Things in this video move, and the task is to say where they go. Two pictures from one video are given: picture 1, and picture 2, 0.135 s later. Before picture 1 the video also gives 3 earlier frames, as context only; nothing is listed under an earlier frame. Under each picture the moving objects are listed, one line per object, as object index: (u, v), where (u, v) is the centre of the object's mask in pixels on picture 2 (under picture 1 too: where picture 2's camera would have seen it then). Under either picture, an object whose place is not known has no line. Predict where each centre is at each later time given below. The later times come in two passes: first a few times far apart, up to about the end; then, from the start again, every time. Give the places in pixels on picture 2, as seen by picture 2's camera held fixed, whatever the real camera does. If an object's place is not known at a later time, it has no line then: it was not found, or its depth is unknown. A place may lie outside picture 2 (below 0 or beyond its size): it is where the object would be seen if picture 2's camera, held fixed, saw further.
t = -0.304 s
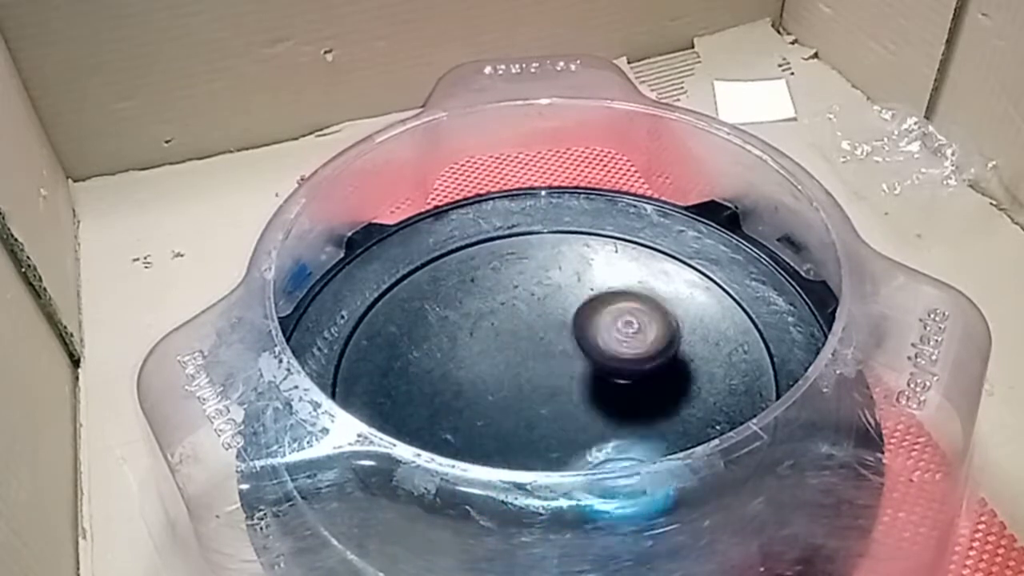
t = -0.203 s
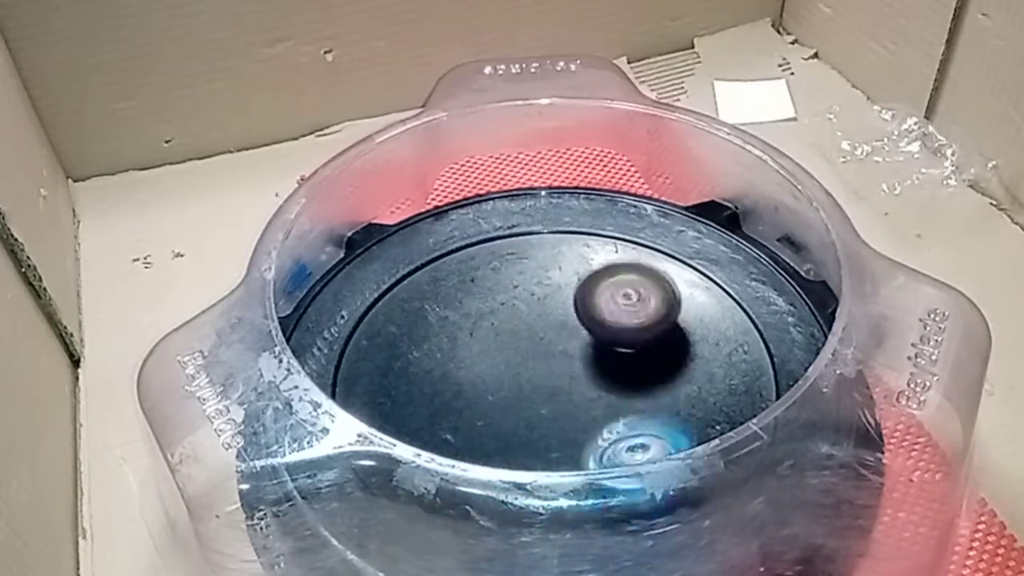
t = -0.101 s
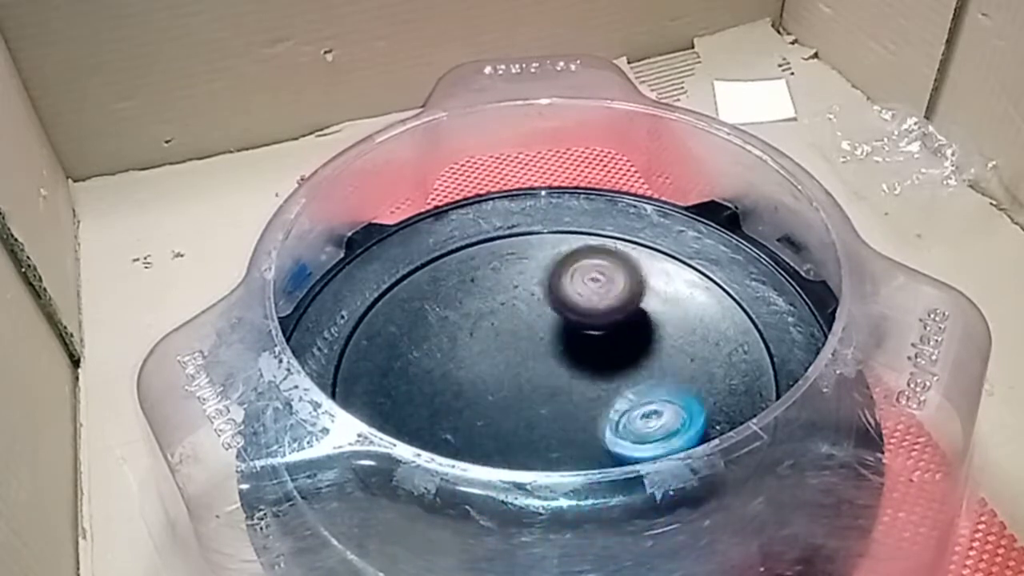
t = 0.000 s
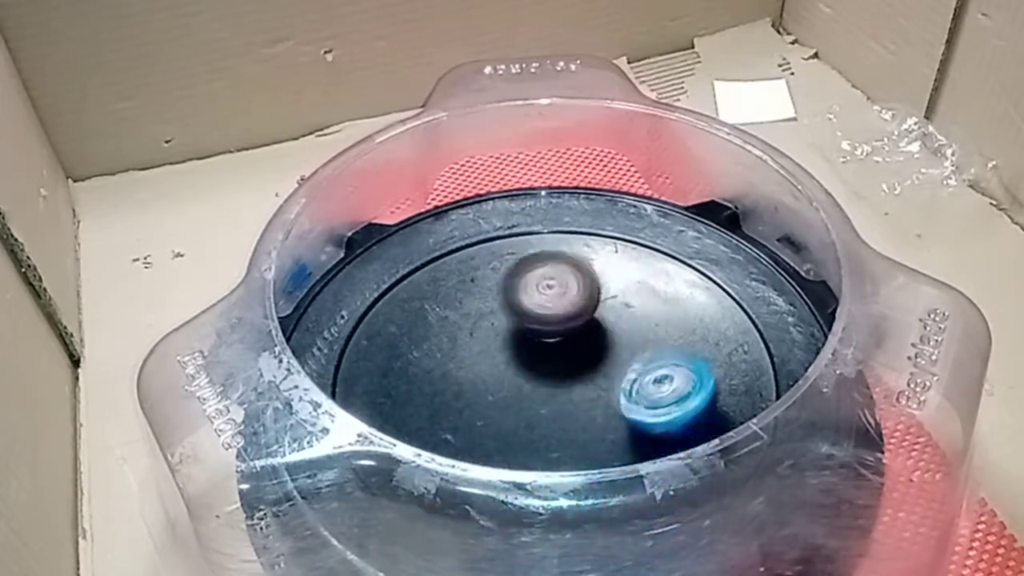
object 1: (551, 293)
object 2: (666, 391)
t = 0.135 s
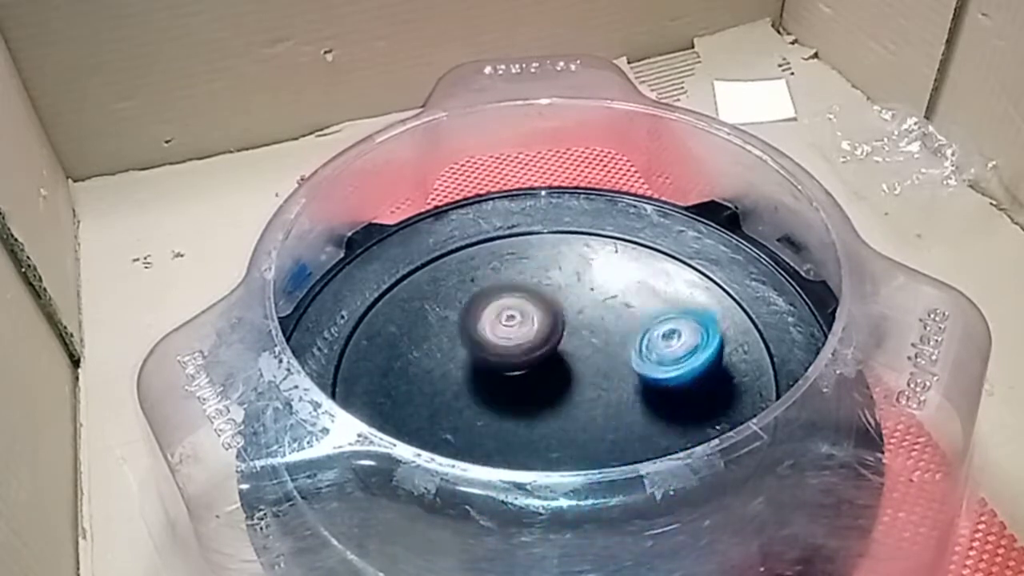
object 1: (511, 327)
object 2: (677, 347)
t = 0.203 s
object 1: (506, 347)
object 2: (679, 325)
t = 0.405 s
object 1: (572, 397)
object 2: (661, 280)
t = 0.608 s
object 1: (645, 367)
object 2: (615, 263)
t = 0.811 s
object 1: (633, 337)
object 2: (537, 272)
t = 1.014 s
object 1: (596, 365)
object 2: (455, 276)
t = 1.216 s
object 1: (579, 382)
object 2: (411, 308)
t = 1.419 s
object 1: (586, 382)
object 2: (418, 365)
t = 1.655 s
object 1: (578, 371)
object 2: (485, 432)
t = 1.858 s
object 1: (556, 375)
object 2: (569, 452)
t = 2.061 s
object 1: (543, 383)
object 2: (648, 454)
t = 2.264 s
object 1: (553, 380)
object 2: (693, 412)
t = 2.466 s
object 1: (559, 373)
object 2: (689, 358)
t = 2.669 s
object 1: (557, 367)
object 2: (646, 303)
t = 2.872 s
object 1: (551, 363)
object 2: (583, 270)
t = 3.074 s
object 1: (548, 363)
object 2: (519, 266)
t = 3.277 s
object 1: (553, 363)
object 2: (465, 295)
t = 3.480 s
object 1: (560, 362)
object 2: (441, 352)
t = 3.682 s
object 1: (568, 363)
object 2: (453, 411)
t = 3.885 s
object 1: (569, 369)
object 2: (511, 443)
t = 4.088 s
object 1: (562, 373)
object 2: (588, 446)
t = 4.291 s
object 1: (556, 373)
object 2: (660, 423)
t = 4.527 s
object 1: (558, 369)
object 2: (687, 371)
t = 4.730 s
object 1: (561, 367)
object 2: (658, 321)
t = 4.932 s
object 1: (561, 367)
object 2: (598, 287)
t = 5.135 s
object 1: (560, 367)
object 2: (532, 276)
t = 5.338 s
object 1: (560, 367)
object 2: (476, 300)
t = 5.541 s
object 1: (560, 367)
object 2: (452, 345)
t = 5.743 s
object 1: (574, 373)
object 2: (453, 395)
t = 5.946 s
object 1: (580, 369)
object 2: (492, 432)
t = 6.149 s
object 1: (612, 353)
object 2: (505, 445)
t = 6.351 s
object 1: (596, 358)
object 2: (558, 436)
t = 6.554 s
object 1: (594, 337)
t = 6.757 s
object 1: (570, 339)
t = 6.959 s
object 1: (502, 266)
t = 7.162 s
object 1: (463, 294)
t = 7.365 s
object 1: (479, 364)
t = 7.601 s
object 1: (490, 387)
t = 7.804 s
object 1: (554, 381)
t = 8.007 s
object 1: (562, 380)
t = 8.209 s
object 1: (557, 426)
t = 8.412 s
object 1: (557, 423)
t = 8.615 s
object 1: (569, 418)
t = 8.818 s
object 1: (588, 410)
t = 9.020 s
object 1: (587, 400)
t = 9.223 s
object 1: (612, 361)
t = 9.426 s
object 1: (605, 325)
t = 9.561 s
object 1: (583, 304)
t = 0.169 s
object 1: (507, 337)
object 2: (678, 336)
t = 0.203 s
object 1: (506, 347)
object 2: (679, 325)
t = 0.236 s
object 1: (509, 359)
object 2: (678, 317)
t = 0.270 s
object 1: (515, 370)
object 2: (676, 307)
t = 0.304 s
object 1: (524, 379)
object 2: (673, 299)
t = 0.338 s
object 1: (539, 387)
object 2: (670, 291)
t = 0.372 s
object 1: (555, 393)
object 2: (665, 285)
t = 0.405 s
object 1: (572, 397)
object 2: (661, 280)
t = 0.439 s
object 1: (588, 398)
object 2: (656, 274)
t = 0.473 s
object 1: (603, 396)
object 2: (649, 269)
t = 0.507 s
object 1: (620, 391)
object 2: (641, 266)
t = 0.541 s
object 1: (633, 383)
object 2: (633, 264)
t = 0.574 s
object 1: (641, 376)
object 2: (624, 263)
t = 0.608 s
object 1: (645, 367)
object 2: (615, 263)
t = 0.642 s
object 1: (648, 358)
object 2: (606, 265)
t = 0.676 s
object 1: (646, 350)
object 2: (596, 268)
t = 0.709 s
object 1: (642, 343)
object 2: (585, 270)
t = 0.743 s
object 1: (636, 336)
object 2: (573, 273)
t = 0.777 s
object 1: (634, 335)
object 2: (555, 273)
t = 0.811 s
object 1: (633, 337)
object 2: (537, 272)
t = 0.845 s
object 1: (630, 341)
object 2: (520, 271)
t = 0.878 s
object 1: (625, 345)
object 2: (507, 272)
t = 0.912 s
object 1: (617, 349)
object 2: (492, 272)
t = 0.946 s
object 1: (609, 355)
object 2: (479, 273)
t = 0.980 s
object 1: (602, 360)
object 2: (465, 273)
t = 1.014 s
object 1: (596, 365)
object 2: (455, 276)
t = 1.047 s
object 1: (591, 368)
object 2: (443, 279)
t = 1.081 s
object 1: (585, 373)
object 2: (435, 282)
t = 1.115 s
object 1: (582, 377)
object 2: (427, 287)
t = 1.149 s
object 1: (580, 379)
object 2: (420, 293)
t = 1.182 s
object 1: (579, 380)
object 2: (415, 300)
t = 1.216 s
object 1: (579, 382)
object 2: (411, 308)
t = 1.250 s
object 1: (580, 383)
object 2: (409, 317)
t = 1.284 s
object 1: (582, 384)
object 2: (409, 326)
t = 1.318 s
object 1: (583, 384)
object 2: (409, 335)
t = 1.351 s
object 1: (584, 384)
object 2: (411, 344)
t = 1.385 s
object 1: (585, 383)
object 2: (414, 354)
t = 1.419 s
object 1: (586, 382)
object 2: (418, 365)
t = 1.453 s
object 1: (586, 380)
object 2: (424, 375)
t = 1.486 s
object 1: (586, 378)
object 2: (431, 387)
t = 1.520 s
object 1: (585, 377)
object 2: (439, 398)
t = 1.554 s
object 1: (584, 375)
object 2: (448, 408)
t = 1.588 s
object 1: (582, 373)
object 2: (460, 418)
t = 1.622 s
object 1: (580, 371)
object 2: (472, 426)
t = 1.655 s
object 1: (578, 371)
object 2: (485, 432)
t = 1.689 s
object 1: (575, 370)
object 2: (499, 438)
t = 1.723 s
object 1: (570, 372)
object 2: (513, 442)
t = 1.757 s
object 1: (566, 373)
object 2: (527, 446)
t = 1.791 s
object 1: (563, 374)
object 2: (542, 449)
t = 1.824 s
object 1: (560, 374)
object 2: (555, 451)
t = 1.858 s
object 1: (556, 375)
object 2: (569, 452)
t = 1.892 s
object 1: (553, 377)
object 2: (591, 464)
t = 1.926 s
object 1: (550, 379)
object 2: (604, 465)
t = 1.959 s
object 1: (547, 379)
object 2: (613, 465)
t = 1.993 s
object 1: (545, 381)
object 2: (624, 459)
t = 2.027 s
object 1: (544, 382)
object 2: (635, 454)
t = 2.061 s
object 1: (543, 383)
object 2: (648, 454)
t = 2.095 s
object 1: (543, 383)
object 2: (659, 438)
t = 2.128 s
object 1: (544, 383)
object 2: (668, 433)
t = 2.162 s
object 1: (545, 383)
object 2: (677, 429)
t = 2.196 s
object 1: (547, 382)
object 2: (686, 426)
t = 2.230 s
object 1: (550, 381)
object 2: (688, 418)
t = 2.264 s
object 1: (553, 380)
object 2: (693, 412)
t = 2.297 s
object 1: (555, 379)
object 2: (696, 406)
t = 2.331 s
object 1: (557, 377)
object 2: (698, 399)
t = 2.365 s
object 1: (558, 377)
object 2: (697, 388)
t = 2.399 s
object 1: (559, 375)
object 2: (694, 377)
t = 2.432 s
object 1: (559, 374)
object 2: (692, 367)
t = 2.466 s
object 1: (559, 373)
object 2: (689, 358)
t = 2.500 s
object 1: (558, 372)
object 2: (684, 349)
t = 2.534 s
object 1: (558, 371)
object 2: (678, 339)
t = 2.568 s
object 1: (558, 370)
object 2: (671, 329)
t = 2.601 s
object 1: (558, 369)
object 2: (663, 320)
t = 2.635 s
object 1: (558, 368)
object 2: (655, 311)
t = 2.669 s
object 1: (557, 367)
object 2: (646, 303)
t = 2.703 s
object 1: (556, 366)
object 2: (636, 296)
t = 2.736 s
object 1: (555, 365)
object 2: (626, 289)
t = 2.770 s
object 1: (555, 364)
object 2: (616, 283)
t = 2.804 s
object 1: (553, 363)
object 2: (605, 278)
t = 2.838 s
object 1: (552, 363)
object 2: (594, 273)
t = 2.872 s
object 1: (551, 363)
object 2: (583, 270)
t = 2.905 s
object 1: (550, 363)
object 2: (572, 267)
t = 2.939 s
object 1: (549, 363)
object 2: (561, 265)
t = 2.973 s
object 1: (549, 363)
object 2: (551, 264)
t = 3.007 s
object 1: (548, 363)
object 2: (541, 265)
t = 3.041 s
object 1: (548, 363)
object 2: (529, 265)
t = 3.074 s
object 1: (548, 363)
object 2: (519, 266)
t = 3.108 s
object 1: (548, 363)
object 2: (510, 269)
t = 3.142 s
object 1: (549, 363)
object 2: (500, 274)
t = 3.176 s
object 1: (549, 363)
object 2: (491, 278)
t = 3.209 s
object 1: (550, 363)
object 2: (481, 282)
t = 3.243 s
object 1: (551, 363)
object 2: (473, 289)
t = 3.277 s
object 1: (553, 363)
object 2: (465, 295)
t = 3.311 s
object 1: (554, 363)
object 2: (458, 303)
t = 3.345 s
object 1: (555, 362)
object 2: (453, 312)
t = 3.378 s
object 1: (556, 362)
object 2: (449, 322)
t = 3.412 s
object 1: (557, 362)
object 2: (446, 332)
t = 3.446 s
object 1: (558, 362)
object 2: (443, 341)
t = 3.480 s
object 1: (560, 362)
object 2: (441, 352)
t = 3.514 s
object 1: (561, 362)
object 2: (440, 361)
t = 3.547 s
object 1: (563, 362)
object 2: (440, 370)
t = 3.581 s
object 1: (564, 362)
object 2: (440, 380)
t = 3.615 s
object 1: (565, 362)
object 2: (442, 391)
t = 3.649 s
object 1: (566, 362)
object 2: (447, 402)
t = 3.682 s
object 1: (568, 363)
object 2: (453, 411)
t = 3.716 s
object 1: (568, 364)
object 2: (460, 418)
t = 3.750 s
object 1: (569, 364)
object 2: (469, 425)
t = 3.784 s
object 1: (569, 366)
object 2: (477, 430)
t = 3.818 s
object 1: (570, 366)
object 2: (488, 436)
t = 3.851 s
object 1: (570, 367)
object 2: (499, 440)
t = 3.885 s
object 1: (569, 369)
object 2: (511, 443)
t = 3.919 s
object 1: (569, 370)
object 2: (522, 445)
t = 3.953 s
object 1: (568, 371)
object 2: (534, 446)
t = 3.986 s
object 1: (566, 369)
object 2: (550, 448)
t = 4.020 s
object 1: (565, 370)
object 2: (563, 448)
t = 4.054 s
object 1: (564, 371)
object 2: (576, 447)
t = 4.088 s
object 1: (562, 373)
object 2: (588, 446)
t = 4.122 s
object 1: (561, 374)
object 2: (601, 445)
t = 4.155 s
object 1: (560, 375)
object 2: (615, 441)
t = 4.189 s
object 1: (559, 375)
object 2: (626, 439)
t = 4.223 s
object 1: (557, 374)
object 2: (638, 434)
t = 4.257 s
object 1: (557, 374)
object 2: (649, 430)
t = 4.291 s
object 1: (556, 373)
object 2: (660, 423)
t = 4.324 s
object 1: (556, 373)
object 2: (668, 419)
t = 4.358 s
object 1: (555, 372)
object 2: (674, 412)
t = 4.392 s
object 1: (555, 371)
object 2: (681, 406)
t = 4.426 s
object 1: (556, 370)
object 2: (685, 397)
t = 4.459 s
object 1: (557, 370)
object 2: (687, 389)
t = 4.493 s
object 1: (558, 369)
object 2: (688, 381)
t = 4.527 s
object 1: (558, 369)
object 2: (687, 371)
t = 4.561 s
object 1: (559, 368)
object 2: (684, 363)
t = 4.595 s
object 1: (560, 368)
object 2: (681, 354)
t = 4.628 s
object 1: (561, 368)
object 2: (677, 345)
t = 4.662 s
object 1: (561, 367)
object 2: (672, 336)
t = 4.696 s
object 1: (561, 367)
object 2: (665, 329)
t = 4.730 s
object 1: (561, 367)
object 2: (658, 321)
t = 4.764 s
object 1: (561, 367)
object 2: (648, 313)
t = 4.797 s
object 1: (561, 367)
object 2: (639, 307)
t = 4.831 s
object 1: (561, 367)
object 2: (630, 302)
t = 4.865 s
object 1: (561, 368)
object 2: (620, 296)
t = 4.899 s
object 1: (561, 367)
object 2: (609, 291)
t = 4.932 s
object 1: (561, 367)
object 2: (598, 287)
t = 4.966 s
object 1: (561, 367)
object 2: (585, 283)
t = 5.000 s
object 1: (561, 367)
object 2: (574, 281)
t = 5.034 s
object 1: (560, 367)
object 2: (563, 279)
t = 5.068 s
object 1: (560, 367)
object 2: (553, 277)
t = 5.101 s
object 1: (560, 367)
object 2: (542, 275)
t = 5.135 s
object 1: (560, 367)
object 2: (532, 276)
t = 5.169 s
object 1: (560, 366)
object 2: (521, 280)
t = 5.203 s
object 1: (560, 366)
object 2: (512, 283)
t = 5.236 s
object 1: (560, 367)
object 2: (502, 283)
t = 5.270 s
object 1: (560, 367)
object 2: (492, 290)
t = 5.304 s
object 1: (560, 367)
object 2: (484, 292)
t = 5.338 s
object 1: (560, 367)
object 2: (476, 300)
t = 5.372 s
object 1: (560, 367)
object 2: (469, 304)
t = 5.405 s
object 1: (560, 366)
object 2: (463, 311)
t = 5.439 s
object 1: (560, 367)
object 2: (459, 319)
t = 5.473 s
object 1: (560, 367)
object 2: (455, 327)
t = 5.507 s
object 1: (560, 367)
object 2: (453, 336)
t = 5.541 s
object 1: (560, 367)
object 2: (452, 345)
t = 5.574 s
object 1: (560, 367)
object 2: (452, 354)
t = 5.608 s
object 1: (561, 368)
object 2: (449, 362)
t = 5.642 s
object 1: (566, 369)
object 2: (446, 370)
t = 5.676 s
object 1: (570, 370)
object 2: (446, 379)
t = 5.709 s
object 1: (573, 372)
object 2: (449, 387)
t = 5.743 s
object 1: (574, 373)
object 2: (453, 395)
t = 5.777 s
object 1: (575, 374)
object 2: (457, 402)
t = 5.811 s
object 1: (576, 375)
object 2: (464, 411)
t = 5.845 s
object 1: (576, 376)
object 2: (473, 417)
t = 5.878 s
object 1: (575, 375)
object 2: (482, 423)
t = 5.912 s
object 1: (575, 375)
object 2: (490, 427)
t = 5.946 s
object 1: (580, 369)
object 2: (492, 432)
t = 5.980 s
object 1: (592, 365)
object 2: (490, 435)
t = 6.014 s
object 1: (600, 360)
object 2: (490, 439)
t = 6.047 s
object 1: (605, 357)
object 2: (491, 441)
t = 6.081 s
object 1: (609, 355)
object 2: (495, 443)
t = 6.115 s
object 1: (611, 354)
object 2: (500, 444)
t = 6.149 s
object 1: (612, 353)
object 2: (505, 445)
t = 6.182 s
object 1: (612, 352)
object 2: (512, 445)
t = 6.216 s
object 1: (610, 353)
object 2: (520, 444)
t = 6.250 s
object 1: (607, 354)
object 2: (529, 442)
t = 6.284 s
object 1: (604, 356)
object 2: (538, 441)
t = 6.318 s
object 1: (601, 356)
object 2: (548, 438)
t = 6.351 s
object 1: (596, 358)
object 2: (558, 436)
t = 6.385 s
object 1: (595, 357)
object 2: (563, 437)
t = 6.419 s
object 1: (597, 349)
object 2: (561, 440)
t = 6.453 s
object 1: (598, 345)
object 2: (558, 441)
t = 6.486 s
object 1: (597, 342)
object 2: (557, 441)
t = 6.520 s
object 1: (596, 339)
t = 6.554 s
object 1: (594, 337)
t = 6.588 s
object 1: (591, 337)
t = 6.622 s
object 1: (586, 337)
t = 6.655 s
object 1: (582, 335)
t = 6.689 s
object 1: (578, 338)
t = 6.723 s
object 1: (572, 338)
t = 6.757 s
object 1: (570, 339)
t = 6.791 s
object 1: (558, 317)
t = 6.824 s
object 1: (547, 300)
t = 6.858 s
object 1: (535, 284)
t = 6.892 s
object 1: (525, 276)
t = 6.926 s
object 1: (513, 268)
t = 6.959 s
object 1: (502, 266)
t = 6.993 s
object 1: (493, 265)
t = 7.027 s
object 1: (483, 268)
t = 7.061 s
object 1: (475, 269)
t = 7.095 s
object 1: (469, 278)
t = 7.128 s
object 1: (465, 285)
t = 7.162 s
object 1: (463, 294)
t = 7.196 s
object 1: (460, 304)
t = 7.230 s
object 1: (463, 316)
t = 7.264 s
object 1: (468, 329)
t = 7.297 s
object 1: (472, 345)
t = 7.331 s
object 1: (476, 352)
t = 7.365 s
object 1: (479, 364)
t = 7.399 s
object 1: (471, 366)
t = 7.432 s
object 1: (470, 373)
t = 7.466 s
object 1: (467, 378)
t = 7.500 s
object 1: (469, 382)
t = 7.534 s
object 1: (474, 383)
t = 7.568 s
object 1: (480, 386)
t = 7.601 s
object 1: (490, 387)
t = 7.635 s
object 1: (499, 388)
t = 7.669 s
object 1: (510, 386)
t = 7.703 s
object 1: (523, 385)
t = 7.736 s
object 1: (534, 386)
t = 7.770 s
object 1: (543, 383)
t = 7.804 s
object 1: (554, 381)
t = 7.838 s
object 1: (562, 376)
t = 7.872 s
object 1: (570, 370)
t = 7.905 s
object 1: (576, 365)
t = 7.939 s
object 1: (579, 358)
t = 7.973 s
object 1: (572, 364)
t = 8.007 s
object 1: (562, 380)
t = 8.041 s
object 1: (558, 393)
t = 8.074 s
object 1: (555, 406)
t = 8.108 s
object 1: (553, 415)
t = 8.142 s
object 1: (555, 422)
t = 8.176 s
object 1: (557, 425)
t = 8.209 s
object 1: (557, 426)
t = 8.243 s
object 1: (558, 426)
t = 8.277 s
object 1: (558, 426)
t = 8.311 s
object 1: (557, 426)
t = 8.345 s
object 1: (558, 422)
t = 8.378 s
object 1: (557, 423)
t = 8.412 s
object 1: (557, 423)
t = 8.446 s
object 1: (557, 421)
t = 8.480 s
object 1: (557, 419)
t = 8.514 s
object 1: (557, 417)
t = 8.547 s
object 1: (558, 412)
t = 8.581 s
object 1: (563, 416)
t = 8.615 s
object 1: (569, 418)
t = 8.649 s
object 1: (577, 416)
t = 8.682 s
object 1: (580, 415)
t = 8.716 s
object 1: (584, 416)
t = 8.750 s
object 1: (586, 414)
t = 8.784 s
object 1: (587, 412)
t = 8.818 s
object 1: (588, 410)
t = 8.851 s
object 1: (587, 408)
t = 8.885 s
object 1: (588, 407)
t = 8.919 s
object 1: (587, 405)
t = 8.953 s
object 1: (588, 402)
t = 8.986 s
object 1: (587, 401)
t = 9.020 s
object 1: (587, 400)
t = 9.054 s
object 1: (587, 398)
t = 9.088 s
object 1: (587, 396)
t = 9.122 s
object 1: (596, 389)
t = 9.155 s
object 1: (604, 379)
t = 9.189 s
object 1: (609, 370)
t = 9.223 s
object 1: (612, 361)
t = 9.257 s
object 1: (613, 353)
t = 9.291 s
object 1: (613, 346)
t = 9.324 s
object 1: (611, 340)
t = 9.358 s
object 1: (609, 334)
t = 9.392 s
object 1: (607, 330)
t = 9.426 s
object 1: (605, 325)
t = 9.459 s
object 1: (602, 320)
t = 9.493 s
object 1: (596, 314)
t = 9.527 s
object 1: (590, 308)
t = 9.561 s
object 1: (583, 304)
